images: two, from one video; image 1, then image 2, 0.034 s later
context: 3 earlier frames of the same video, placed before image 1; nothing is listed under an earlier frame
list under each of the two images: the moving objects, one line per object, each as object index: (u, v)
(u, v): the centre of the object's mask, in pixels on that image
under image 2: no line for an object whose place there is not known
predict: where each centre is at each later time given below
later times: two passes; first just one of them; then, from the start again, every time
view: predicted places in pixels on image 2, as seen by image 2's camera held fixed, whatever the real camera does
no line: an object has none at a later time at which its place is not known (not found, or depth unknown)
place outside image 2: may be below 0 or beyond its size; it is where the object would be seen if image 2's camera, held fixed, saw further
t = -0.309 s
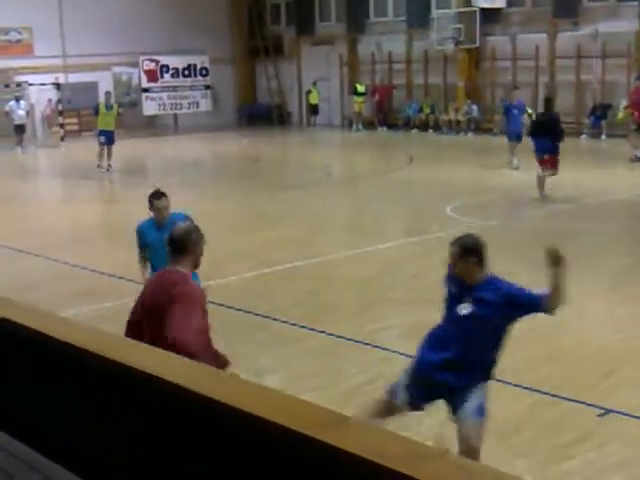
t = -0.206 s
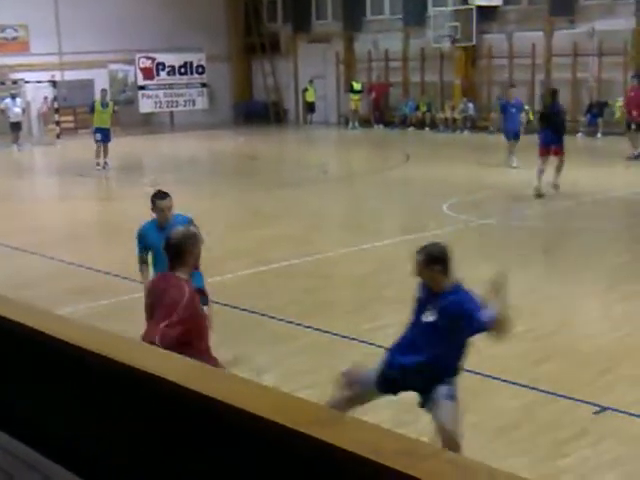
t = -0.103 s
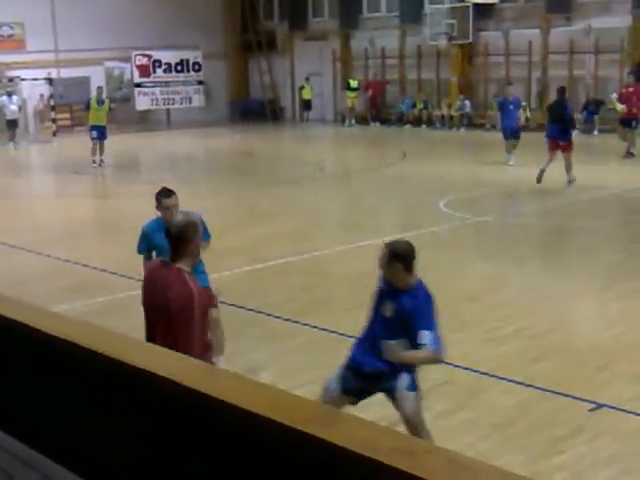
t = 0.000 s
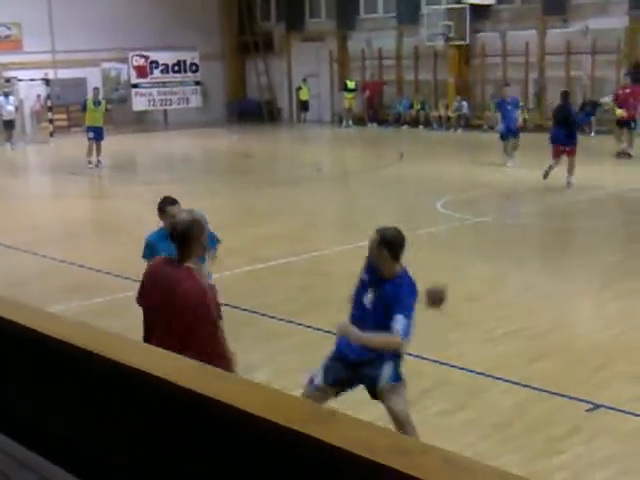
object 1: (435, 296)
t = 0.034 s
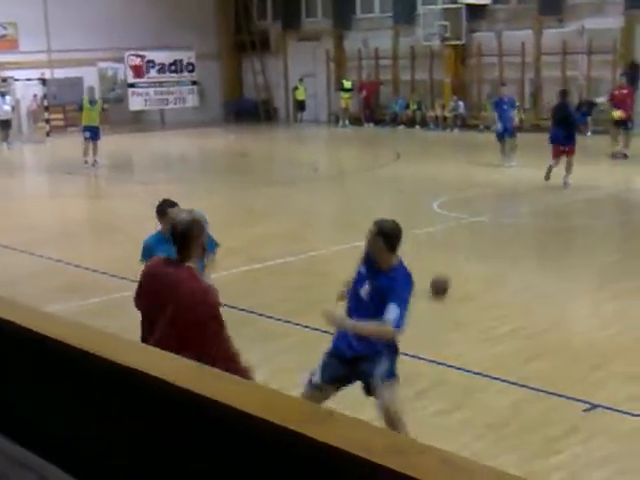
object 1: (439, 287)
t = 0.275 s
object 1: (475, 244)
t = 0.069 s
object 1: (445, 277)
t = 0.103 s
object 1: (451, 270)
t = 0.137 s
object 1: (457, 265)
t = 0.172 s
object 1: (463, 262)
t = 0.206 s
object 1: (467, 255)
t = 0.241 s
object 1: (471, 249)
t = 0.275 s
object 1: (475, 244)
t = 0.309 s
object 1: (479, 240)
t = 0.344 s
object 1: (482, 238)
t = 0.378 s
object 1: (485, 236)
